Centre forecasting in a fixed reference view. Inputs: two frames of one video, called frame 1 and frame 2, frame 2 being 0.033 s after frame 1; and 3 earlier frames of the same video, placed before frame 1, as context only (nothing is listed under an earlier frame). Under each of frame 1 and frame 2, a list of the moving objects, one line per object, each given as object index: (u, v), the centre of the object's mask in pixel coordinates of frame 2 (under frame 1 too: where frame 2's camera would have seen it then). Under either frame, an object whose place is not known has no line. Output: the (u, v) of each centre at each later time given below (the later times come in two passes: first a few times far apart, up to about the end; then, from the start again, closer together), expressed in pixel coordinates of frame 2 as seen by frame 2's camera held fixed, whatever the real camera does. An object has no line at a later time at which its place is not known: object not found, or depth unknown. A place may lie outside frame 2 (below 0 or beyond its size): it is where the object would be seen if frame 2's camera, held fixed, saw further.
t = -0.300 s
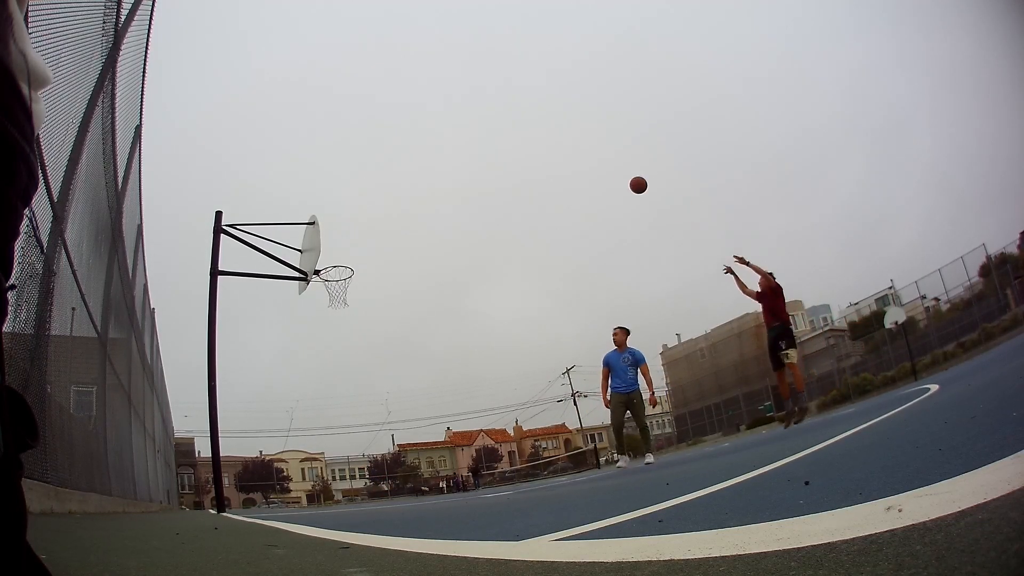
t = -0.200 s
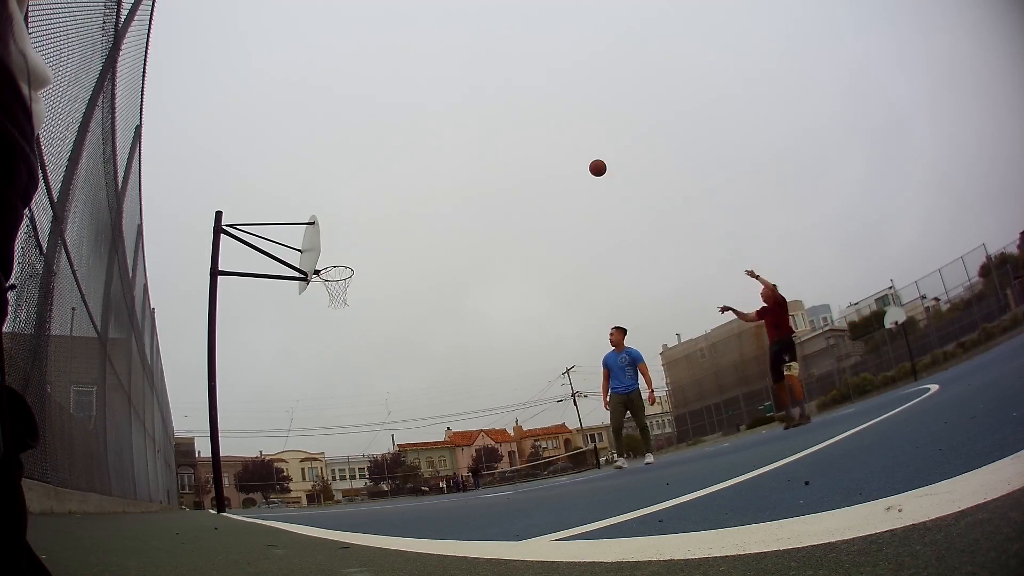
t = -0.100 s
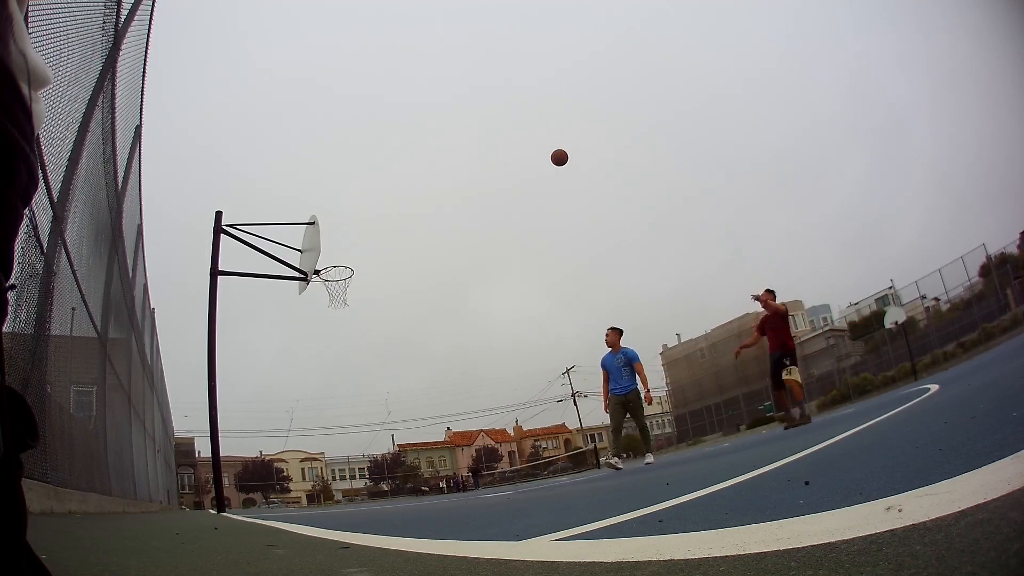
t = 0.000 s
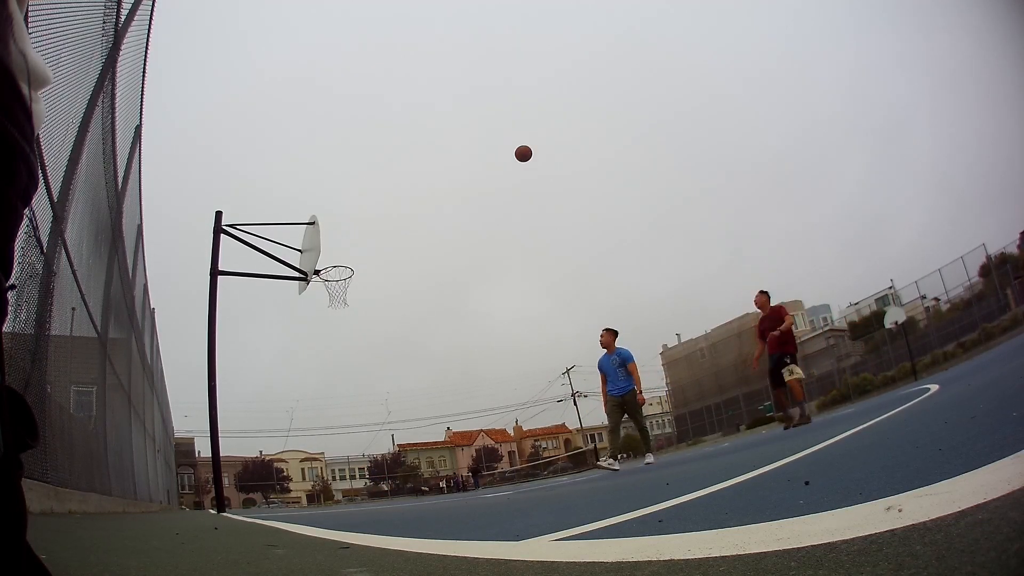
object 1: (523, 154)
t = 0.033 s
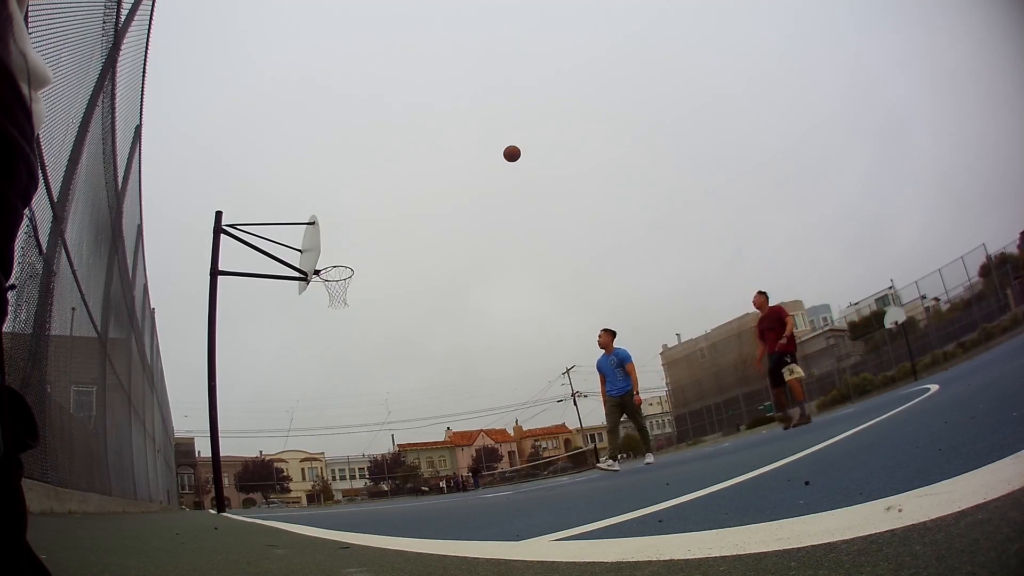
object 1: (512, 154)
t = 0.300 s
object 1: (426, 179)
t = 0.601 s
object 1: (338, 266)
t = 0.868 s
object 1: (318, 317)
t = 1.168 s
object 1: (319, 410)
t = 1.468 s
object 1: (329, 459)
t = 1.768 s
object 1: (349, 387)
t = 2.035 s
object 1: (373, 377)
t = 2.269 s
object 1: (398, 411)
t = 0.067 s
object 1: (501, 154)
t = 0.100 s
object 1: (489, 156)
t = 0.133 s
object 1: (479, 158)
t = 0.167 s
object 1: (468, 161)
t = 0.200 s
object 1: (457, 164)
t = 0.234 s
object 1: (447, 169)
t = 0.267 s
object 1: (436, 174)
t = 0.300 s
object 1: (426, 179)
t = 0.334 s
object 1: (416, 186)
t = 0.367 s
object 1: (406, 193)
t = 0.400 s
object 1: (396, 201)
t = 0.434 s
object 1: (386, 209)
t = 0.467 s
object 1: (377, 219)
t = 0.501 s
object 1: (367, 229)
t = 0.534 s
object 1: (357, 241)
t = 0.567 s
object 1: (347, 253)
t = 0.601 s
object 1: (338, 266)
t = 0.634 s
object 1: (328, 280)
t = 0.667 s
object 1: (322, 290)
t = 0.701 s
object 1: (320, 293)
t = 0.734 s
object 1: (320, 297)
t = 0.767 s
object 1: (319, 300)
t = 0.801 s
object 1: (319, 305)
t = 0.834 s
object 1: (319, 310)
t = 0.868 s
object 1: (318, 317)
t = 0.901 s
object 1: (318, 324)
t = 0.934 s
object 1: (318, 332)
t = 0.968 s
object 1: (318, 340)
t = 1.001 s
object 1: (318, 350)
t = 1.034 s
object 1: (318, 360)
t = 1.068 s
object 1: (318, 371)
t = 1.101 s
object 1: (318, 383)
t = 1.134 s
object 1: (318, 397)
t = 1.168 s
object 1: (319, 410)
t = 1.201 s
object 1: (319, 425)
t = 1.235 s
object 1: (320, 440)
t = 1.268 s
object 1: (321, 456)
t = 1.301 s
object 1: (322, 474)
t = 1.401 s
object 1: (326, 484)
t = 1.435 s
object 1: (327, 471)
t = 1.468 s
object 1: (329, 459)
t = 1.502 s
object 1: (331, 447)
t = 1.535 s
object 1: (333, 437)
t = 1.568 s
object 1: (335, 427)
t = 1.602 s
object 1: (337, 418)
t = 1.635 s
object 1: (339, 410)
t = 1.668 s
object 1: (342, 403)
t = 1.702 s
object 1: (344, 397)
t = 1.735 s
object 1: (347, 391)
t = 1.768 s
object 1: (349, 387)
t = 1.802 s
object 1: (352, 383)
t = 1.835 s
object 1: (355, 380)
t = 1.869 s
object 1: (358, 377)
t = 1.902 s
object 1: (361, 376)
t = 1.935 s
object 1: (364, 375)
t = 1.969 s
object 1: (367, 375)
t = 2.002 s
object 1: (370, 376)
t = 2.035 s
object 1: (373, 377)
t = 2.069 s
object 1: (376, 380)
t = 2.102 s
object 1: (380, 383)
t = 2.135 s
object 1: (383, 387)
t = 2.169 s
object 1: (387, 392)
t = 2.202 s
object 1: (390, 397)
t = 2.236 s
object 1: (394, 404)
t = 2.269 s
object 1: (398, 411)
